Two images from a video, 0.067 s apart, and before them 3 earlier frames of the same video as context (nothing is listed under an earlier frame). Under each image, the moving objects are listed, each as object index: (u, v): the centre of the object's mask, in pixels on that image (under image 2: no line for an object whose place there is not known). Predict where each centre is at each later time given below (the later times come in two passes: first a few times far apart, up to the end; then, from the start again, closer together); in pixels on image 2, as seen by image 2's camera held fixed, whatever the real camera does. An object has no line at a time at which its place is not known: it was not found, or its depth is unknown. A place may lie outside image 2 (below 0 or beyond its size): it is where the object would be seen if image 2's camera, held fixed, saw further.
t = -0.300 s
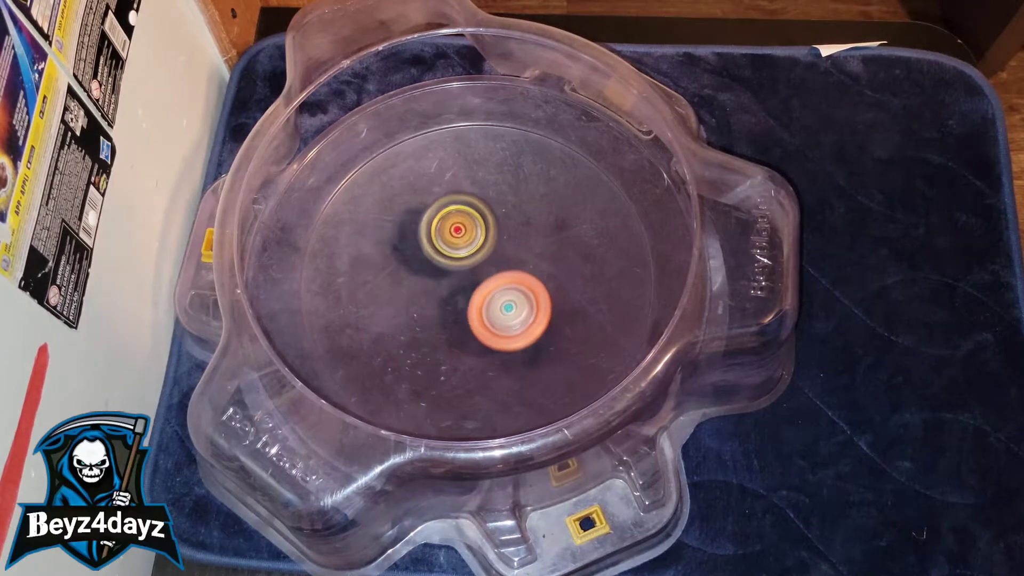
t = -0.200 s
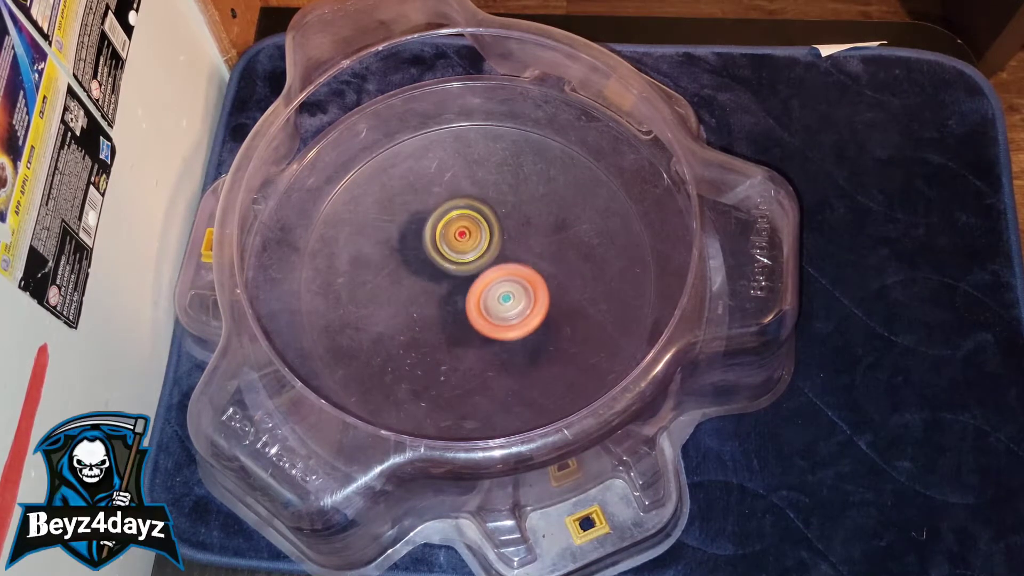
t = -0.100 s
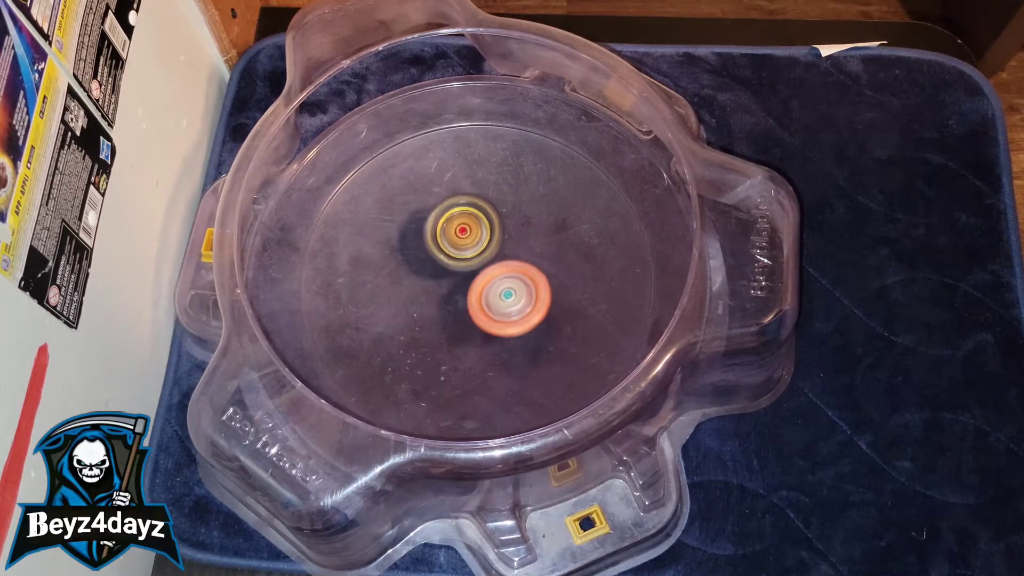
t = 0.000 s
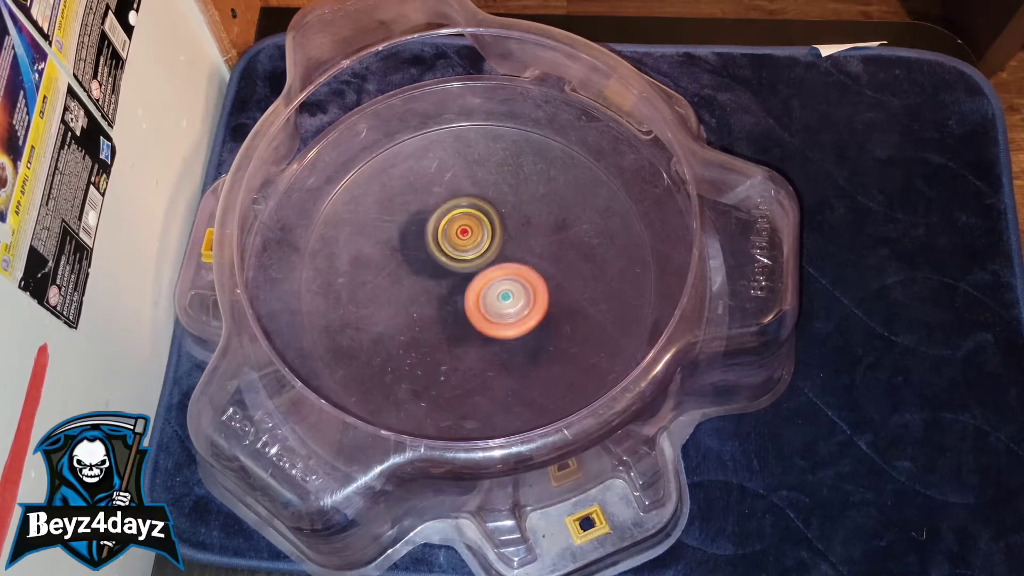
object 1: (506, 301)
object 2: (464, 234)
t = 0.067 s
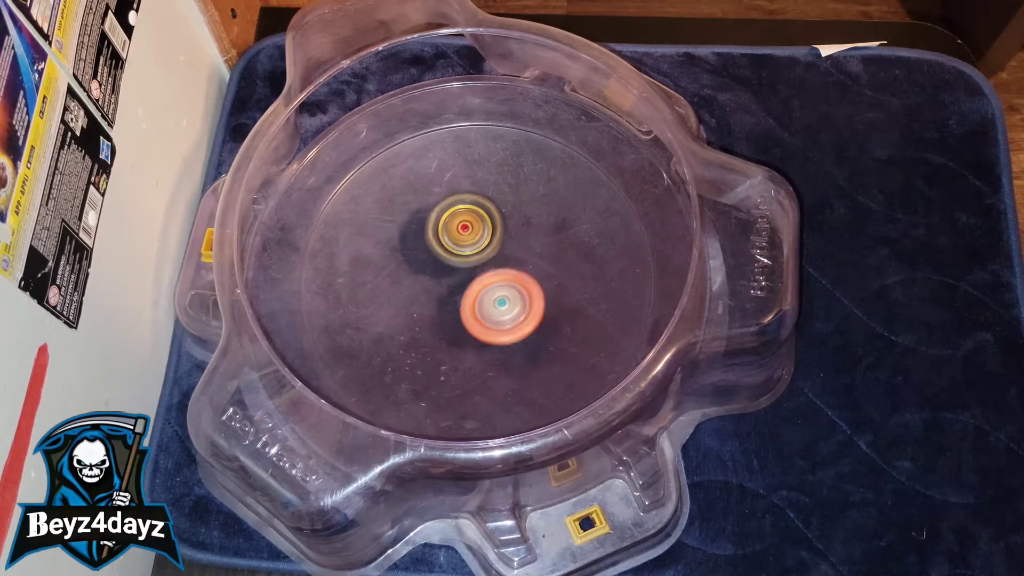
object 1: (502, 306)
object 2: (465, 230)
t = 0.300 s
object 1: (482, 318)
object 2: (464, 228)
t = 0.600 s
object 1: (462, 313)
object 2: (460, 233)
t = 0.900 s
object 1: (441, 304)
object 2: (470, 230)
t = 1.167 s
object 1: (432, 292)
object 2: (485, 232)
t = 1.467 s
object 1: (425, 280)
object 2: (509, 247)
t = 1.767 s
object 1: (432, 271)
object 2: (514, 276)
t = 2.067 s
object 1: (430, 252)
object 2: (499, 303)
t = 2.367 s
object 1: (442, 235)
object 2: (472, 307)
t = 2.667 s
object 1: (467, 224)
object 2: (453, 301)
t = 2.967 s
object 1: (493, 233)
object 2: (442, 298)
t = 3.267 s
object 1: (510, 253)
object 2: (433, 296)
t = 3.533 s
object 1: (517, 268)
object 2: (414, 287)
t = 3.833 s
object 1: (511, 267)
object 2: (417, 279)
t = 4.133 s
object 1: (527, 259)
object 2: (411, 278)
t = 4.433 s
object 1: (523, 253)
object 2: (422, 294)
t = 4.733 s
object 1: (508, 249)
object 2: (428, 306)
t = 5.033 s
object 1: (493, 239)
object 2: (438, 311)
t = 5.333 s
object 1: (484, 230)
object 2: (455, 314)
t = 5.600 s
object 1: (478, 232)
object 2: (467, 317)
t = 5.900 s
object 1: (475, 226)
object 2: (466, 329)
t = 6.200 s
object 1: (469, 229)
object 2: (475, 324)
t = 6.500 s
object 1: (462, 239)
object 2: (491, 311)
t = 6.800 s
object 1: (455, 234)
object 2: (495, 320)
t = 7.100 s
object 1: (453, 236)
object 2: (498, 306)
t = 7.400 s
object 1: (449, 240)
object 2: (497, 305)
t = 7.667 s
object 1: (450, 246)
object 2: (496, 300)
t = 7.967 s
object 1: (461, 223)
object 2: (480, 347)
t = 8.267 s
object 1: (479, 228)
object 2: (480, 306)
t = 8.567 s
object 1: (475, 232)
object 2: (473, 303)
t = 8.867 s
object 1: (468, 236)
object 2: (403, 294)
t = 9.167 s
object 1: (465, 241)
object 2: (421, 293)
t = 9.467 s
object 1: (479, 245)
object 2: (436, 307)
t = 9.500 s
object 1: (489, 246)
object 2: (430, 312)
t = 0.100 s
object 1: (500, 308)
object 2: (465, 231)
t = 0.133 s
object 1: (497, 308)
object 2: (464, 232)
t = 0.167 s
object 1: (494, 309)
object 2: (464, 233)
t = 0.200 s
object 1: (491, 309)
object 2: (464, 235)
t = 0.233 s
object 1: (488, 310)
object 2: (464, 236)
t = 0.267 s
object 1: (485, 315)
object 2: (463, 230)
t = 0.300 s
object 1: (482, 318)
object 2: (464, 228)
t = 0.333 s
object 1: (480, 320)
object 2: (464, 229)
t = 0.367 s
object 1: (478, 320)
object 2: (463, 229)
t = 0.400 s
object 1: (475, 319)
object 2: (463, 229)
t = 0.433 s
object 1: (474, 319)
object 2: (462, 229)
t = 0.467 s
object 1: (472, 319)
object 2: (462, 230)
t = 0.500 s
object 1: (469, 319)
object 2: (461, 230)
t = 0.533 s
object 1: (467, 318)
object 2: (461, 231)
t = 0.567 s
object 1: (464, 316)
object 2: (461, 232)
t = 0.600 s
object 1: (462, 313)
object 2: (460, 233)
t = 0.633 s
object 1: (459, 312)
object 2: (461, 233)
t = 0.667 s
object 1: (456, 311)
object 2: (462, 233)
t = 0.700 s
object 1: (453, 310)
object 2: (464, 232)
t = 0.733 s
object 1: (451, 310)
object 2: (465, 232)
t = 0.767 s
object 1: (448, 309)
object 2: (465, 231)
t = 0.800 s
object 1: (446, 307)
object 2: (466, 231)
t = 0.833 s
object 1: (445, 306)
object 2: (467, 231)
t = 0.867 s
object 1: (443, 305)
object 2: (468, 230)
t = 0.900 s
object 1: (441, 304)
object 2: (470, 230)
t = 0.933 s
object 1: (439, 303)
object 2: (472, 230)
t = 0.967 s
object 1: (438, 301)
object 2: (472, 230)
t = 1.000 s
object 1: (437, 300)
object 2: (474, 229)
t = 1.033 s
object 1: (436, 298)
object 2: (476, 230)
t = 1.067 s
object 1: (434, 297)
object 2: (478, 230)
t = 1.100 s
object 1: (433, 295)
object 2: (480, 231)
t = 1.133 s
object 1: (432, 294)
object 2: (483, 231)
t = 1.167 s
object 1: (432, 292)
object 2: (485, 232)
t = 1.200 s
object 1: (431, 291)
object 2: (487, 233)
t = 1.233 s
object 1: (430, 289)
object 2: (489, 234)
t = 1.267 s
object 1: (429, 288)
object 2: (492, 236)
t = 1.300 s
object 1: (429, 286)
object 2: (494, 237)
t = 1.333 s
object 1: (428, 285)
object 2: (498, 239)
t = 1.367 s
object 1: (428, 283)
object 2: (500, 241)
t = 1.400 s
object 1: (428, 282)
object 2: (502, 243)
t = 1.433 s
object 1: (429, 280)
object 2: (504, 245)
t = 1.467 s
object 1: (425, 280)
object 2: (509, 247)
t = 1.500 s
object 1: (424, 279)
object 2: (511, 251)
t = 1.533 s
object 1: (424, 279)
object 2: (512, 253)
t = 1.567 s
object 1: (425, 278)
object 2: (513, 256)
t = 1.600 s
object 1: (426, 278)
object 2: (514, 259)
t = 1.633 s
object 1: (428, 277)
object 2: (514, 262)
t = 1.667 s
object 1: (430, 276)
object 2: (514, 266)
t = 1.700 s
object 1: (431, 274)
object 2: (515, 269)
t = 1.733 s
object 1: (431, 272)
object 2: (514, 273)
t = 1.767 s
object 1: (432, 271)
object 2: (514, 276)
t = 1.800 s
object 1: (431, 268)
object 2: (514, 280)
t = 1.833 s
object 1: (432, 266)
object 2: (513, 283)
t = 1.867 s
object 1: (430, 264)
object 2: (513, 287)
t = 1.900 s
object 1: (430, 262)
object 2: (510, 290)
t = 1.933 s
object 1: (429, 260)
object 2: (509, 292)
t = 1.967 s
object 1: (430, 259)
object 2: (506, 295)
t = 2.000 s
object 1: (430, 258)
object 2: (503, 297)
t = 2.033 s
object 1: (431, 256)
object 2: (500, 299)
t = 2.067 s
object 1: (430, 252)
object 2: (499, 303)
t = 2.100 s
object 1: (429, 247)
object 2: (498, 307)
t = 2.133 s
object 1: (430, 244)
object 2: (494, 308)
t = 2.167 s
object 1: (431, 242)
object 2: (492, 309)
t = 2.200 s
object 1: (432, 240)
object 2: (488, 310)
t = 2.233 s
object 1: (434, 239)
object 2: (485, 310)
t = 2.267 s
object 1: (435, 238)
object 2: (482, 310)
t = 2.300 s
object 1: (437, 238)
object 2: (478, 309)
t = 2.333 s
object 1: (439, 237)
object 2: (475, 307)
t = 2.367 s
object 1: (442, 235)
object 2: (472, 307)
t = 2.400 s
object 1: (445, 233)
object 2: (468, 307)
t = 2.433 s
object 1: (449, 231)
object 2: (463, 307)
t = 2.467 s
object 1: (452, 227)
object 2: (460, 308)
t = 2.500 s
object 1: (456, 224)
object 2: (458, 308)
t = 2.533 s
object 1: (458, 225)
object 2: (456, 307)
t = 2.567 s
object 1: (459, 224)
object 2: (455, 306)
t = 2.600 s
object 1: (462, 224)
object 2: (454, 305)
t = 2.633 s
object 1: (464, 224)
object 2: (454, 303)
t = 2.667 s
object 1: (467, 224)
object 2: (453, 301)
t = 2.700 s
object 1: (470, 224)
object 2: (452, 300)
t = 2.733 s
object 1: (473, 224)
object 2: (450, 298)
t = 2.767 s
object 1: (478, 225)
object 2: (446, 298)
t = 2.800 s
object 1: (483, 223)
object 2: (442, 301)
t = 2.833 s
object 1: (487, 225)
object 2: (439, 300)
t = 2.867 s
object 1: (489, 226)
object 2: (440, 299)
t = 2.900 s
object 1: (491, 227)
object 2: (442, 299)
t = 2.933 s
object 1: (492, 230)
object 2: (441, 298)
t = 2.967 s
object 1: (493, 233)
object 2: (442, 298)
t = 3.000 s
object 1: (494, 235)
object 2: (443, 298)
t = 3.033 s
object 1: (496, 237)
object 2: (442, 297)
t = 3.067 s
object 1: (498, 240)
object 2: (441, 295)
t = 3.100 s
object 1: (505, 240)
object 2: (434, 296)
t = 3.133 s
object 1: (510, 242)
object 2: (432, 295)
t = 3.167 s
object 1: (512, 246)
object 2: (432, 295)
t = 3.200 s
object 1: (512, 248)
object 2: (433, 296)
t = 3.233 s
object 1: (511, 250)
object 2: (433, 296)
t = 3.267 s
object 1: (510, 253)
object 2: (433, 296)
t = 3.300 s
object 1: (509, 256)
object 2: (433, 296)
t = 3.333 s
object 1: (508, 258)
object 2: (434, 297)
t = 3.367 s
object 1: (508, 261)
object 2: (431, 295)
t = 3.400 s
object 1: (508, 264)
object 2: (429, 292)
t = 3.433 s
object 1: (509, 265)
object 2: (425, 289)
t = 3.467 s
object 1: (509, 266)
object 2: (426, 288)
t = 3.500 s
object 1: (508, 268)
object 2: (424, 289)
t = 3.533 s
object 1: (517, 268)
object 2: (414, 287)
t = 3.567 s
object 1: (523, 267)
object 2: (411, 285)
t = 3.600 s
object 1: (525, 268)
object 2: (412, 284)
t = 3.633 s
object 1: (523, 270)
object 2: (411, 284)
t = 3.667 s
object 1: (521, 270)
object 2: (410, 283)
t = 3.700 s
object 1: (519, 269)
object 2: (410, 281)
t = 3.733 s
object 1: (517, 269)
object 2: (412, 281)
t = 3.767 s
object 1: (516, 269)
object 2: (413, 281)
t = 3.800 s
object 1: (514, 268)
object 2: (414, 279)
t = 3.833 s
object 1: (511, 267)
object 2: (417, 279)
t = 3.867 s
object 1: (510, 266)
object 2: (420, 279)
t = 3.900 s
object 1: (508, 265)
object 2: (423, 278)
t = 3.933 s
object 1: (512, 264)
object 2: (420, 278)
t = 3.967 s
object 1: (522, 264)
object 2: (409, 276)
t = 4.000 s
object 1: (527, 265)
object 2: (406, 272)
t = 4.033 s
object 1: (526, 264)
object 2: (409, 272)
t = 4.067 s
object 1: (527, 262)
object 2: (411, 274)
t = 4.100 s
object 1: (527, 260)
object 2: (411, 277)
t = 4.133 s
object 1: (527, 259)
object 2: (411, 278)
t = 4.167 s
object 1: (526, 258)
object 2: (413, 278)
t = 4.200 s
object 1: (527, 257)
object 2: (415, 281)
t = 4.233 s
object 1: (526, 256)
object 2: (415, 283)
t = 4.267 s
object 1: (526, 256)
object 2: (416, 285)
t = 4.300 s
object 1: (526, 254)
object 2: (418, 286)
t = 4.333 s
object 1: (525, 254)
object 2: (418, 288)
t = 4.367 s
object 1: (525, 254)
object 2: (420, 291)
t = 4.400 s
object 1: (524, 253)
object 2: (420, 292)
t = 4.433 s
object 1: (523, 253)
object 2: (422, 294)
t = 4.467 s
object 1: (522, 253)
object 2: (423, 296)
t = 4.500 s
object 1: (520, 252)
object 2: (423, 298)
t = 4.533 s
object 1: (519, 252)
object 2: (425, 299)
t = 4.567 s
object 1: (517, 252)
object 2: (425, 300)
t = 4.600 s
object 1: (515, 251)
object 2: (426, 302)
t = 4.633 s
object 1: (514, 251)
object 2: (427, 303)
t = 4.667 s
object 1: (512, 250)
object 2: (427, 304)
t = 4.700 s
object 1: (510, 250)
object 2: (428, 305)
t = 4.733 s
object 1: (508, 249)
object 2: (428, 306)
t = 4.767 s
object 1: (506, 248)
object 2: (429, 307)
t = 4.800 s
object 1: (504, 247)
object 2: (431, 307)
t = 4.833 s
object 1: (503, 247)
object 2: (431, 308)
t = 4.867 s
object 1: (501, 245)
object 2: (432, 309)
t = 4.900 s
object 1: (499, 244)
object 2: (433, 309)
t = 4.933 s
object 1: (498, 243)
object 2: (434, 310)
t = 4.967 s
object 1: (496, 242)
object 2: (435, 310)
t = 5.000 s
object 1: (494, 241)
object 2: (436, 311)
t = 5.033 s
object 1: (493, 239)
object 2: (438, 311)
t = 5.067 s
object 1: (492, 238)
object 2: (439, 311)
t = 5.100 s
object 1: (490, 237)
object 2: (441, 311)
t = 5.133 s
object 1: (489, 236)
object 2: (443, 311)
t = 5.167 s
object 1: (488, 235)
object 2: (444, 312)
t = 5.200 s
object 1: (487, 234)
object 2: (447, 312)
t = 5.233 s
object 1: (486, 233)
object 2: (449, 313)
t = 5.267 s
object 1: (485, 232)
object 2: (451, 313)
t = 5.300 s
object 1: (484, 232)
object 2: (453, 313)
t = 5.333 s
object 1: (484, 230)
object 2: (455, 314)
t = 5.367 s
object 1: (483, 230)
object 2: (457, 314)
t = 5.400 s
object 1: (482, 230)
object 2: (458, 315)
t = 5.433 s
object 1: (481, 230)
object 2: (461, 315)
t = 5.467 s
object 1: (481, 230)
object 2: (461, 316)
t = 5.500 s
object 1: (480, 230)
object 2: (463, 316)
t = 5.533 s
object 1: (480, 230)
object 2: (465, 316)
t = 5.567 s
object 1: (478, 231)
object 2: (466, 317)
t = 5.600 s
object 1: (478, 232)
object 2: (467, 317)
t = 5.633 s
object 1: (477, 232)
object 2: (468, 317)
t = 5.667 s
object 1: (476, 234)
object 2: (470, 316)
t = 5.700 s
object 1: (475, 234)
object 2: (470, 316)
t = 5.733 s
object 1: (473, 235)
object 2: (471, 316)
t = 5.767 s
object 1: (473, 237)
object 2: (472, 316)
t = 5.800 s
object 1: (471, 237)
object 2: (473, 316)
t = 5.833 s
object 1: (471, 234)
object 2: (472, 321)
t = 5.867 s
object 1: (474, 228)
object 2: (469, 328)
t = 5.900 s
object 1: (475, 226)
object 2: (466, 329)
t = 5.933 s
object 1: (475, 228)
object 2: (466, 327)
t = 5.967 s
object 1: (473, 229)
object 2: (469, 325)
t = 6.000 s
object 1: (471, 228)
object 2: (471, 326)
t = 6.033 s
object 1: (471, 228)
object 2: (471, 327)
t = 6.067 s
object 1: (471, 228)
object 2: (471, 326)
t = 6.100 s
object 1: (470, 228)
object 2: (472, 325)
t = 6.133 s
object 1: (470, 227)
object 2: (474, 325)
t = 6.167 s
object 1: (469, 228)
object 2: (474, 325)
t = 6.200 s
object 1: (469, 229)
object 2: (475, 324)
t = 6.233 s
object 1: (468, 229)
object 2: (476, 322)
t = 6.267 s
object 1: (468, 230)
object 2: (478, 321)
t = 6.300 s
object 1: (468, 231)
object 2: (479, 320)
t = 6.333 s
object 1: (467, 233)
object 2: (480, 319)
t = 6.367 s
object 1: (467, 234)
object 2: (482, 316)
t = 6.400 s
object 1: (466, 235)
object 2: (485, 315)
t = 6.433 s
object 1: (465, 236)
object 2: (488, 314)
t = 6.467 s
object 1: (464, 237)
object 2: (489, 313)
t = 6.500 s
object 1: (462, 239)
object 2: (491, 311)
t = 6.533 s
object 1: (462, 240)
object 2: (494, 310)
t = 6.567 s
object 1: (461, 240)
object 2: (496, 312)
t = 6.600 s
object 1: (461, 240)
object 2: (496, 314)
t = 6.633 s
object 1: (462, 235)
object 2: (497, 322)
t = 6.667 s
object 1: (461, 234)
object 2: (496, 325)
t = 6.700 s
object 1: (461, 235)
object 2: (495, 326)
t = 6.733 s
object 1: (458, 235)
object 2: (495, 324)
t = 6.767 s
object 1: (457, 235)
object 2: (495, 322)
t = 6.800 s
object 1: (455, 234)
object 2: (495, 320)
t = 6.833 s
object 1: (455, 234)
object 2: (497, 319)
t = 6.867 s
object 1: (455, 234)
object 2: (497, 318)
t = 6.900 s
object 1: (453, 234)
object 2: (497, 316)
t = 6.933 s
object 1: (453, 234)
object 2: (497, 315)
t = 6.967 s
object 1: (453, 234)
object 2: (498, 314)
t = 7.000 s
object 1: (453, 235)
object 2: (498, 313)
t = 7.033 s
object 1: (452, 235)
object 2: (499, 311)
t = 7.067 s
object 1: (452, 236)
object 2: (498, 309)
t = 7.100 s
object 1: (453, 236)
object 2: (498, 306)
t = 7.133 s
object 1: (451, 235)
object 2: (498, 305)
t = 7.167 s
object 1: (453, 233)
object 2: (499, 306)
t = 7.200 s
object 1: (454, 235)
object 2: (499, 307)
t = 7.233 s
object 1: (452, 237)
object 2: (500, 307)
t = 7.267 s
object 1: (450, 237)
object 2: (498, 307)
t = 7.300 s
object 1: (451, 236)
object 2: (499, 307)
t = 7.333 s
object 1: (452, 238)
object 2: (498, 307)
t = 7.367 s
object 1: (450, 240)
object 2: (497, 306)
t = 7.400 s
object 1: (449, 240)
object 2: (497, 305)
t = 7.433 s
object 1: (450, 237)
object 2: (497, 309)
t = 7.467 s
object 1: (454, 238)
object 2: (494, 309)
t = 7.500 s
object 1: (453, 241)
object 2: (493, 309)
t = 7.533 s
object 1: (452, 242)
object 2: (492, 308)
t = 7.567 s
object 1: (449, 242)
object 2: (492, 305)
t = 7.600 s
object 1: (451, 241)
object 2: (493, 304)
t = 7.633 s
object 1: (451, 243)
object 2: (493, 303)
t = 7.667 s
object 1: (450, 246)
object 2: (496, 300)
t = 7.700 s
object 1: (448, 245)
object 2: (497, 299)
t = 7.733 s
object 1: (447, 244)
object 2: (498, 301)
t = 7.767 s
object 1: (449, 242)
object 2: (500, 303)
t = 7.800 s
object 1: (451, 242)
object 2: (500, 304)
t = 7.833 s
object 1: (455, 231)
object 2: (496, 320)
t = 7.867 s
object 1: (457, 224)
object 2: (491, 334)
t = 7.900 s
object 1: (460, 222)
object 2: (485, 341)
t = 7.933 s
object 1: (461, 224)
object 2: (481, 346)
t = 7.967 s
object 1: (461, 223)
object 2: (480, 347)
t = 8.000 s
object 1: (463, 224)
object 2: (480, 347)
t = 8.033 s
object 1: (463, 224)
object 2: (481, 344)
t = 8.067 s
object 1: (465, 223)
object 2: (482, 340)
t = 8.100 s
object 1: (467, 225)
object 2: (480, 332)
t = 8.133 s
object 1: (469, 226)
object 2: (482, 326)
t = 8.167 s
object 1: (473, 228)
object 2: (481, 317)
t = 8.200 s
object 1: (474, 231)
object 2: (483, 310)
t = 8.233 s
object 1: (476, 232)
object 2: (483, 305)
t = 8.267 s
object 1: (479, 228)
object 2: (480, 306)
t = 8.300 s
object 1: (484, 225)
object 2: (477, 311)
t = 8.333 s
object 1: (485, 226)
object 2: (476, 311)
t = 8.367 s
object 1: (484, 227)
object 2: (478, 312)
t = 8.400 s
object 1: (483, 227)
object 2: (478, 312)
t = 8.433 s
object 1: (481, 228)
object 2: (476, 313)
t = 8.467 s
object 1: (480, 227)
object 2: (476, 311)
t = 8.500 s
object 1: (480, 229)
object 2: (476, 311)
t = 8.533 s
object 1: (477, 231)
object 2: (474, 305)
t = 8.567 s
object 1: (475, 232)
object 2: (473, 303)
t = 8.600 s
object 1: (473, 233)
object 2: (471, 300)
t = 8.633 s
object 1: (475, 230)
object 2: (461, 300)
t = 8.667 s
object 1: (476, 230)
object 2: (450, 297)
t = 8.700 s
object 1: (475, 231)
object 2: (441, 296)
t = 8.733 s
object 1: (475, 231)
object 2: (431, 293)
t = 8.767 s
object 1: (474, 233)
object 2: (423, 291)
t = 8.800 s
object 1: (472, 234)
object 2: (416, 291)
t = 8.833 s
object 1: (471, 235)
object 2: (409, 292)
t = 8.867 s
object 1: (468, 236)
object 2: (403, 294)
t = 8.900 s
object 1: (466, 234)
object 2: (401, 294)
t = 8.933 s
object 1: (465, 234)
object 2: (400, 295)
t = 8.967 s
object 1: (464, 234)
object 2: (400, 294)
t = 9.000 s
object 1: (464, 233)
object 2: (402, 293)
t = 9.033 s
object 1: (464, 234)
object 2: (406, 292)
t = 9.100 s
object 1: (469, 234)
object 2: (414, 292)
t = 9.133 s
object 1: (469, 239)
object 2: (418, 292)
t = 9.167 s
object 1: (465, 241)
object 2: (421, 293)
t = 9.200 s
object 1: (461, 242)
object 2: (425, 294)
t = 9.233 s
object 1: (457, 240)
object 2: (431, 294)
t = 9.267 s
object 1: (459, 239)
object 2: (436, 294)
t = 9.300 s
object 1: (461, 240)
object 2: (441, 297)
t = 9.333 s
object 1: (462, 241)
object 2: (443, 299)
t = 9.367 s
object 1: (465, 243)
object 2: (445, 301)
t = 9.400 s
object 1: (465, 248)
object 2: (446, 304)
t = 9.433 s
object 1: (468, 250)
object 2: (442, 304)
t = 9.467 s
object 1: (479, 245)
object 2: (436, 307)
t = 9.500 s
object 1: (489, 246)
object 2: (430, 312)
